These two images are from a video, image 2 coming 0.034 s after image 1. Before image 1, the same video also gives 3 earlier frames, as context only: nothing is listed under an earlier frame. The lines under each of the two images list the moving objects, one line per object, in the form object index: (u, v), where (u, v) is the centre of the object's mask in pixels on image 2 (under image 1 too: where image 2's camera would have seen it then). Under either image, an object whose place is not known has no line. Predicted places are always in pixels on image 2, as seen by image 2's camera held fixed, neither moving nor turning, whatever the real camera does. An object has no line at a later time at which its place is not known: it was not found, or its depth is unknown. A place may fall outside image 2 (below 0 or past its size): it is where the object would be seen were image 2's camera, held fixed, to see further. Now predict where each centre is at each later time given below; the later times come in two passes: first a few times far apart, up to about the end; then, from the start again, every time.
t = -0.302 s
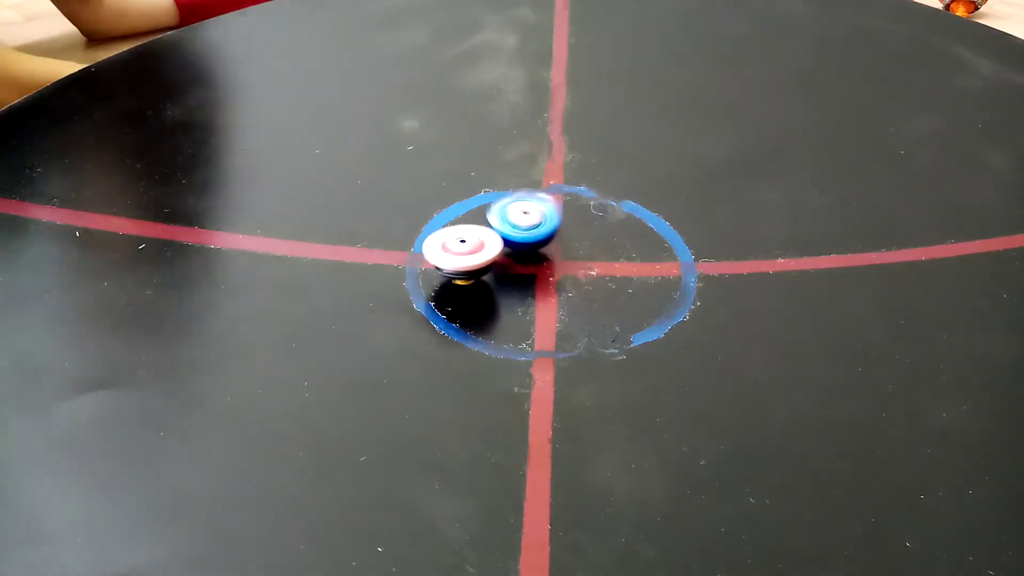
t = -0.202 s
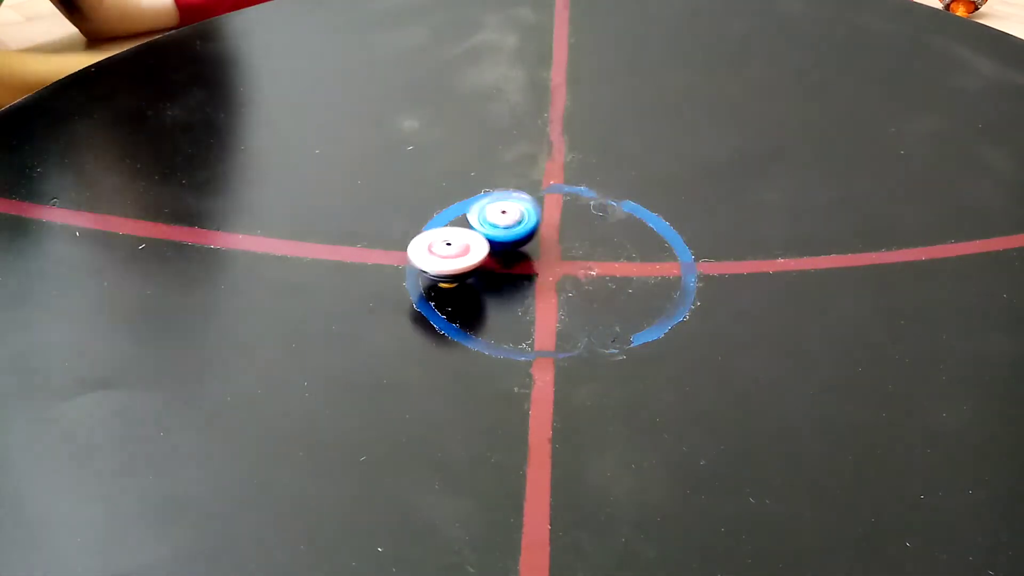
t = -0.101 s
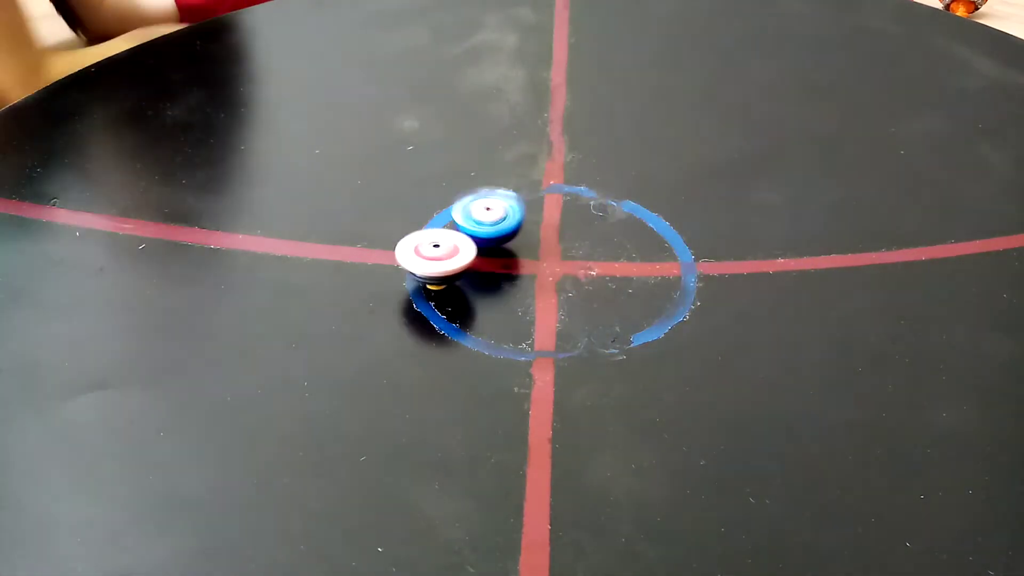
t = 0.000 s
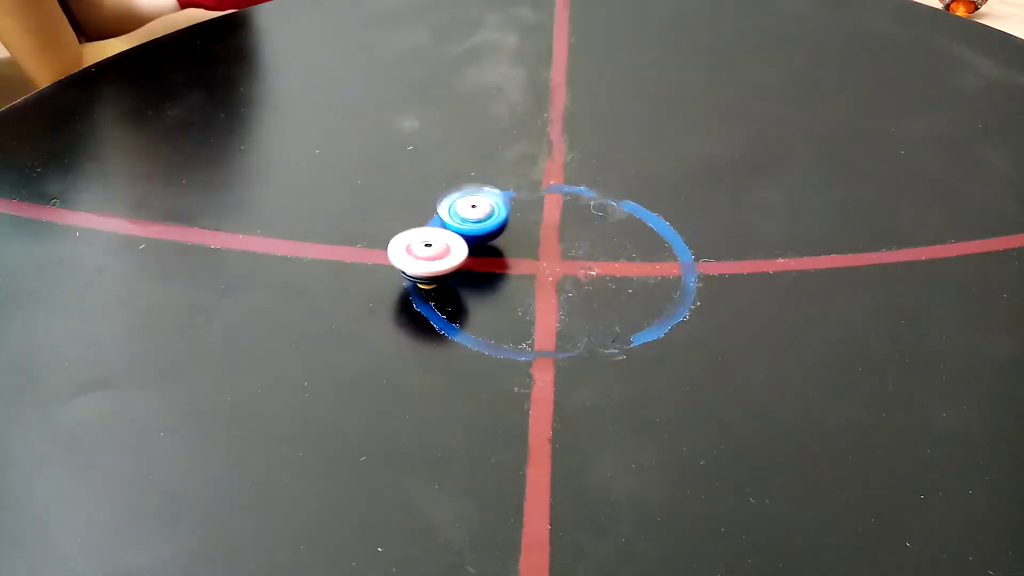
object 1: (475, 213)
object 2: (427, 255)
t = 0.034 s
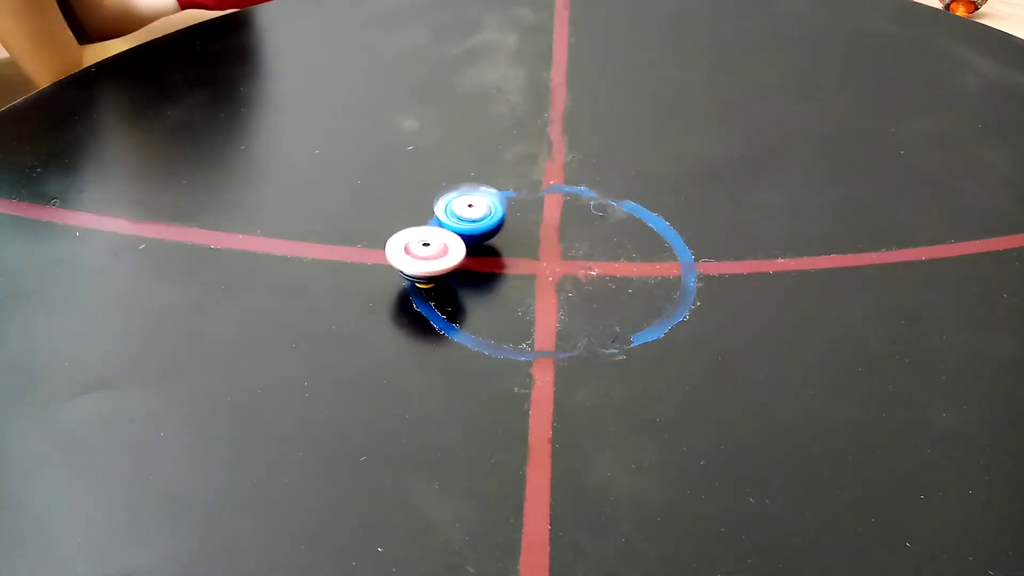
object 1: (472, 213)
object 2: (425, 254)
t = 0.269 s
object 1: (461, 202)
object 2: (422, 252)
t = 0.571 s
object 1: (484, 191)
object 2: (447, 243)
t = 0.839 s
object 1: (523, 196)
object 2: (484, 241)
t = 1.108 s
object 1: (565, 210)
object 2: (521, 250)
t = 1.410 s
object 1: (617, 233)
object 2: (562, 271)
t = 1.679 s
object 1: (659, 251)
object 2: (577, 290)
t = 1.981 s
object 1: (688, 264)
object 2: (575, 301)
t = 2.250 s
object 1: (680, 268)
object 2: (562, 295)
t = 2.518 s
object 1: (646, 258)
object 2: (558, 279)
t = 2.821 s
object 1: (659, 227)
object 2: (540, 266)
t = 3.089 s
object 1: (660, 198)
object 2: (547, 253)
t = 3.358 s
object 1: (639, 184)
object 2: (575, 244)
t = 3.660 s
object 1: (603, 189)
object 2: (611, 238)
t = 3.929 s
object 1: (569, 210)
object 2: (628, 250)
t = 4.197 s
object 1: (546, 236)
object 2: (630, 261)
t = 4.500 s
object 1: (512, 263)
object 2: (638, 259)
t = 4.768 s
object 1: (483, 286)
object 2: (640, 253)
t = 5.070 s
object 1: (482, 309)
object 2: (637, 244)
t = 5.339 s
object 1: (503, 302)
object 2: (626, 236)
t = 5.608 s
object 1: (534, 273)
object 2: (620, 229)
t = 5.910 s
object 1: (537, 236)
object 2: (625, 219)
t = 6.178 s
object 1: (497, 214)
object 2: (653, 216)
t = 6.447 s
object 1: (454, 206)
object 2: (666, 229)
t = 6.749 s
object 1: (424, 213)
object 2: (647, 246)
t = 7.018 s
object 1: (433, 225)
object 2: (612, 248)
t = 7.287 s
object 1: (471, 237)
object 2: (587, 233)
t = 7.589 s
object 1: (520, 241)
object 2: (592, 209)
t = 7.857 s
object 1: (536, 257)
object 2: (626, 201)
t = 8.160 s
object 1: (566, 268)
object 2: (648, 219)
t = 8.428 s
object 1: (577, 273)
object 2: (636, 235)
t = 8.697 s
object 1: (554, 295)
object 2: (613, 225)
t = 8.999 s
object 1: (539, 301)
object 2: (596, 211)
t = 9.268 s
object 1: (533, 283)
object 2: (594, 200)
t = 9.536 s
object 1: (526, 255)
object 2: (595, 198)
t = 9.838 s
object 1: (511, 226)
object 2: (593, 204)
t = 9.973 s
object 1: (501, 217)
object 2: (587, 209)
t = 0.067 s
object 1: (469, 212)
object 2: (423, 253)
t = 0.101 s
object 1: (466, 211)
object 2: (422, 251)
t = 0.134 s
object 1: (463, 210)
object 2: (421, 251)
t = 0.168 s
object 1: (462, 208)
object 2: (420, 250)
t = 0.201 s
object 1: (461, 207)
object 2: (419, 251)
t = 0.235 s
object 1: (461, 205)
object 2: (420, 252)
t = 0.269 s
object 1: (461, 202)
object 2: (422, 252)
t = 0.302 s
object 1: (462, 200)
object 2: (424, 251)
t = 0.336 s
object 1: (463, 198)
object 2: (426, 250)
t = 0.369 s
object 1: (465, 197)
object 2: (428, 249)
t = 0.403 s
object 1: (467, 195)
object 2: (431, 248)
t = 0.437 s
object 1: (470, 194)
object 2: (433, 247)
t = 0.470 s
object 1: (473, 192)
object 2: (436, 247)
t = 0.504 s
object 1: (477, 192)
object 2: (439, 245)
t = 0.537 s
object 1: (480, 191)
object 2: (443, 244)
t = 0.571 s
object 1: (484, 191)
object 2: (447, 243)
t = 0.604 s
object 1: (489, 190)
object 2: (451, 242)
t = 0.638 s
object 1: (493, 190)
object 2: (456, 242)
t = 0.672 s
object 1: (498, 191)
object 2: (460, 242)
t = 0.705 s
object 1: (503, 191)
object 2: (465, 241)
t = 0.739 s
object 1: (508, 193)
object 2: (469, 241)
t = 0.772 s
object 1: (513, 193)
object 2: (474, 241)
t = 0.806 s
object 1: (518, 194)
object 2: (479, 241)
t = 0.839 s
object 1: (523, 196)
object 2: (484, 241)
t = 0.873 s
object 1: (529, 197)
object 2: (489, 241)
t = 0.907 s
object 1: (534, 199)
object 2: (494, 242)
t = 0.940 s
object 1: (539, 201)
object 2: (499, 242)
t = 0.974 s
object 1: (544, 203)
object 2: (503, 243)
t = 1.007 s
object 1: (549, 204)
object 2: (508, 244)
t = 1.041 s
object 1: (555, 206)
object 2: (512, 246)
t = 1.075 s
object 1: (560, 208)
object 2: (517, 248)
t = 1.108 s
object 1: (565, 210)
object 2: (521, 250)
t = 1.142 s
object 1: (570, 211)
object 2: (526, 252)
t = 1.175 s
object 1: (575, 213)
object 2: (531, 255)
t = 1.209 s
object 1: (581, 215)
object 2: (535, 257)
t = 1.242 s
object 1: (589, 221)
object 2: (540, 260)
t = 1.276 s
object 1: (594, 223)
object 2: (545, 263)
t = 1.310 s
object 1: (600, 225)
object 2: (549, 265)
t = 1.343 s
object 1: (606, 228)
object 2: (553, 267)
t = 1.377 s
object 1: (612, 230)
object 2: (558, 270)
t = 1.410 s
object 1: (617, 233)
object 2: (562, 271)
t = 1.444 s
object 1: (622, 235)
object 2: (565, 274)
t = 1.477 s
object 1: (627, 239)
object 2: (568, 276)
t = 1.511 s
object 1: (632, 240)
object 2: (570, 278)
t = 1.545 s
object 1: (637, 243)
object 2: (572, 281)
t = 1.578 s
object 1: (643, 245)
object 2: (574, 283)
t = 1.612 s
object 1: (649, 247)
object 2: (575, 286)
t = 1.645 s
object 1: (655, 249)
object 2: (576, 288)
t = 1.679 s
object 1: (659, 251)
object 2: (577, 290)
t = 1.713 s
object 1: (664, 253)
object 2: (578, 292)
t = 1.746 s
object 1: (668, 254)
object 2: (578, 294)
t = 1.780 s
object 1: (672, 256)
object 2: (578, 295)
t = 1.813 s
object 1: (676, 257)
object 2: (578, 297)
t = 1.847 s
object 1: (678, 258)
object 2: (578, 298)
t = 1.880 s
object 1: (681, 260)
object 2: (577, 299)
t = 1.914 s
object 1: (684, 261)
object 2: (576, 300)
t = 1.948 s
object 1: (686, 263)
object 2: (575, 300)
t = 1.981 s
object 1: (688, 264)
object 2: (575, 301)
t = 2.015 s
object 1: (689, 265)
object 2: (573, 301)
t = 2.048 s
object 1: (689, 266)
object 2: (572, 300)
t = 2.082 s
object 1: (689, 267)
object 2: (570, 300)
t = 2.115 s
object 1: (688, 267)
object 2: (568, 299)
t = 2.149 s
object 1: (687, 268)
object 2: (567, 298)
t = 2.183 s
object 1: (685, 268)
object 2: (565, 297)
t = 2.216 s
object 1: (682, 268)
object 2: (563, 296)
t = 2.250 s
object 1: (680, 268)
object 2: (562, 295)
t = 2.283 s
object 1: (676, 268)
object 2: (561, 293)
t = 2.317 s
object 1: (672, 267)
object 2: (560, 291)
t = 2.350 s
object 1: (668, 266)
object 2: (559, 289)
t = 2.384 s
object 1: (664, 264)
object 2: (558, 288)
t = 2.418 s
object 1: (660, 263)
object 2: (558, 286)
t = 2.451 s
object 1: (656, 261)
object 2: (558, 284)
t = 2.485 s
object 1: (651, 260)
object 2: (558, 281)
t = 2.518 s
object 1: (646, 258)
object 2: (558, 279)
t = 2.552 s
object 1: (640, 256)
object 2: (559, 277)
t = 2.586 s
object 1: (635, 254)
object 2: (560, 274)
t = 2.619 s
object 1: (633, 252)
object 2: (559, 273)
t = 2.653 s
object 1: (640, 247)
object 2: (553, 273)
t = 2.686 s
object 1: (646, 242)
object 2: (548, 272)
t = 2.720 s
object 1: (651, 239)
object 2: (545, 271)
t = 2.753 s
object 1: (655, 235)
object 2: (542, 269)
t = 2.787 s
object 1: (657, 231)
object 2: (540, 268)
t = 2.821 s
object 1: (659, 227)
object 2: (540, 266)
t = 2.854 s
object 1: (661, 223)
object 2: (540, 264)
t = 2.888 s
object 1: (662, 220)
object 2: (540, 262)
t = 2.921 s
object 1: (662, 216)
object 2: (540, 261)
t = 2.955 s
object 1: (662, 212)
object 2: (541, 259)
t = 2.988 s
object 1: (662, 208)
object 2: (542, 257)
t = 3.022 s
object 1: (662, 205)
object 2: (543, 256)
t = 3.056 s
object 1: (661, 202)
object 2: (545, 254)
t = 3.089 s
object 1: (660, 198)
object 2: (547, 253)
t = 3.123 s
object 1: (658, 196)
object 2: (549, 251)
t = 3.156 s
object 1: (656, 193)
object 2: (551, 250)
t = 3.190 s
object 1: (654, 191)
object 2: (554, 249)
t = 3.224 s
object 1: (652, 189)
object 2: (559, 247)
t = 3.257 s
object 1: (649, 187)
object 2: (564, 247)
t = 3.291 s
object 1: (646, 186)
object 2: (568, 246)
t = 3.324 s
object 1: (643, 184)
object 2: (572, 244)
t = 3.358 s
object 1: (639, 184)
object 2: (575, 244)
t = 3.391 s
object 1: (635, 184)
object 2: (579, 243)
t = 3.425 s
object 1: (631, 184)
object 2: (584, 241)
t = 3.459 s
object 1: (627, 185)
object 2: (590, 240)
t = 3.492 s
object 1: (623, 186)
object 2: (594, 238)
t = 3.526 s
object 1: (618, 186)
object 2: (597, 238)
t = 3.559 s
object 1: (613, 186)
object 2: (601, 238)
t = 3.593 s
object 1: (609, 186)
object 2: (604, 238)
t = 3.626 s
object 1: (606, 188)
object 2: (607, 238)
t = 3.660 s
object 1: (603, 189)
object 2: (611, 238)
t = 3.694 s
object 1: (599, 191)
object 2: (614, 239)
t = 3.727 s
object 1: (595, 194)
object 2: (618, 241)
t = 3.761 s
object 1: (590, 196)
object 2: (620, 242)
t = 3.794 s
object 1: (586, 199)
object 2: (623, 243)
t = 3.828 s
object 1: (581, 201)
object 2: (625, 244)
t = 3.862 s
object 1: (577, 204)
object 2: (626, 246)
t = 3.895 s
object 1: (573, 207)
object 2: (627, 248)
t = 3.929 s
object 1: (569, 210)
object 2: (628, 250)
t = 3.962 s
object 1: (565, 212)
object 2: (629, 252)
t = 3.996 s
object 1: (562, 214)
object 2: (629, 253)
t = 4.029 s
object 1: (559, 217)
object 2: (630, 255)
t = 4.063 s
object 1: (556, 220)
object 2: (630, 257)
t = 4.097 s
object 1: (553, 225)
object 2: (630, 258)
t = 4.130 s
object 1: (550, 230)
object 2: (631, 259)
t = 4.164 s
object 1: (548, 232)
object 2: (630, 260)
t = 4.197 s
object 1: (546, 236)
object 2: (630, 261)
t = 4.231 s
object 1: (544, 240)
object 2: (629, 261)
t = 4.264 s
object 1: (543, 242)
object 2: (627, 260)
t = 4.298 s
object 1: (542, 246)
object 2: (625, 260)
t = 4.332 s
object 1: (542, 250)
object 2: (623, 260)
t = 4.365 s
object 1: (539, 254)
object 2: (624, 261)
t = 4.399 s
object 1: (531, 256)
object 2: (629, 261)
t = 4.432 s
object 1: (524, 258)
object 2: (633, 260)
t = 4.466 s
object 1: (517, 260)
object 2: (636, 260)
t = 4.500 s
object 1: (512, 263)
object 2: (638, 259)
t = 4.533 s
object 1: (506, 266)
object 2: (639, 259)
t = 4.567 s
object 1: (502, 268)
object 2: (639, 258)
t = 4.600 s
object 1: (498, 271)
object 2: (640, 257)
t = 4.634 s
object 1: (494, 273)
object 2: (640, 257)
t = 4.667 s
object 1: (491, 277)
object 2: (640, 256)
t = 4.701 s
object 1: (487, 279)
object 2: (640, 255)
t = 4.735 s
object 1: (485, 283)
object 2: (640, 254)
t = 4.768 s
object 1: (483, 286)
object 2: (640, 253)
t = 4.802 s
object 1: (482, 290)
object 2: (640, 253)
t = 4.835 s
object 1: (480, 293)
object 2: (640, 252)
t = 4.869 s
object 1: (480, 297)
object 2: (639, 251)
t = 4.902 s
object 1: (480, 300)
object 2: (639, 250)
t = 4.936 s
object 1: (480, 302)
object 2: (639, 249)
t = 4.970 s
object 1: (480, 304)
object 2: (639, 248)
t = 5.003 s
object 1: (480, 306)
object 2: (638, 247)
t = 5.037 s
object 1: (481, 307)
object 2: (638, 245)
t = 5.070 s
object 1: (482, 309)
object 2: (637, 244)
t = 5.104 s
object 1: (483, 309)
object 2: (636, 243)
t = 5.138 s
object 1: (485, 310)
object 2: (634, 242)
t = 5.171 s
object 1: (488, 309)
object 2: (633, 241)
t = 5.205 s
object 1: (491, 308)
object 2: (632, 240)
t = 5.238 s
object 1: (493, 307)
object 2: (630, 239)
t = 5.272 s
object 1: (495, 306)
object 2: (629, 238)
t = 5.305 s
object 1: (499, 304)
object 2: (627, 237)
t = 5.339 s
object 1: (503, 302)
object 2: (626, 236)
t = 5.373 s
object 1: (507, 299)
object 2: (625, 235)
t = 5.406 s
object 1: (512, 297)
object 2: (624, 235)
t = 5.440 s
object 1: (515, 293)
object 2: (624, 234)
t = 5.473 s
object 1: (520, 289)
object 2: (624, 233)
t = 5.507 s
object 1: (524, 286)
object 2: (624, 232)
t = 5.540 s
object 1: (527, 281)
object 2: (622, 231)
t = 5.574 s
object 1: (531, 277)
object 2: (622, 230)
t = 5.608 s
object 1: (534, 273)
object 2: (620, 229)
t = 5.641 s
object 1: (536, 269)
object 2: (619, 228)
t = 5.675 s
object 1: (539, 264)
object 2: (619, 227)
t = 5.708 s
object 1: (541, 260)
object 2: (618, 227)
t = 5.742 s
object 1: (543, 255)
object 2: (617, 226)
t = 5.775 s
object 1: (545, 251)
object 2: (616, 225)
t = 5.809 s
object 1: (545, 247)
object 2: (615, 224)
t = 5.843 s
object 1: (546, 242)
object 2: (614, 224)
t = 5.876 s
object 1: (543, 238)
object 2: (619, 221)
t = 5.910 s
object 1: (537, 236)
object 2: (625, 219)
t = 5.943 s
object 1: (533, 232)
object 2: (630, 217)
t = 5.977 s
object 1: (528, 229)
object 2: (634, 216)
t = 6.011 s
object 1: (524, 225)
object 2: (637, 215)
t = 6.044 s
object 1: (519, 223)
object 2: (641, 215)
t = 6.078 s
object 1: (513, 220)
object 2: (644, 215)
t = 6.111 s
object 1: (508, 218)
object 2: (647, 215)
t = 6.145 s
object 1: (503, 216)
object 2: (650, 215)
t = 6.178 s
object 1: (497, 214)
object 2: (653, 216)
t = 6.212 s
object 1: (492, 212)
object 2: (655, 217)
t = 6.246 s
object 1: (486, 211)
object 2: (659, 218)
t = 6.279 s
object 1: (481, 209)
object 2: (660, 220)
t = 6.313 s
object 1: (475, 208)
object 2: (663, 221)
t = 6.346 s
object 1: (469, 208)
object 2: (664, 223)
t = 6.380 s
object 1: (464, 207)
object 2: (665, 225)
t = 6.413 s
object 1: (459, 206)
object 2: (666, 227)
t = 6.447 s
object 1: (454, 206)
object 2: (666, 229)
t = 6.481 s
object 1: (449, 207)
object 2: (665, 230)
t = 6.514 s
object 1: (444, 207)
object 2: (665, 233)
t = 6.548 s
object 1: (441, 207)
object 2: (664, 235)
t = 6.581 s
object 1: (437, 208)
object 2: (663, 237)
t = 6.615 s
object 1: (434, 209)
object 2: (661, 239)
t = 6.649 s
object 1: (431, 210)
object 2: (657, 241)
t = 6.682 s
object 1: (428, 210)
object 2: (654, 243)
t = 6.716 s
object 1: (426, 212)
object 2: (652, 244)
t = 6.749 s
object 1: (424, 213)
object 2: (647, 246)
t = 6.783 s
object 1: (423, 215)
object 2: (643, 247)
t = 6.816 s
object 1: (423, 216)
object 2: (639, 248)
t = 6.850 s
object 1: (422, 218)
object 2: (634, 249)
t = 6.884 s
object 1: (424, 219)
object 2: (630, 249)
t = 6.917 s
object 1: (425, 220)
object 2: (626, 249)
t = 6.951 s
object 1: (427, 222)
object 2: (621, 249)
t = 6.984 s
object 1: (430, 223)
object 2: (617, 248)
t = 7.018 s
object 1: (433, 225)
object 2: (612, 248)
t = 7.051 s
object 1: (436, 227)
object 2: (608, 246)
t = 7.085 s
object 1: (440, 228)
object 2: (604, 245)
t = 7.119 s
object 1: (444, 230)
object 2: (599, 243)
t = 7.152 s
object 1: (448, 231)
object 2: (595, 242)
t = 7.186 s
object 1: (453, 233)
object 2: (593, 241)
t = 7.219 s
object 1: (458, 234)
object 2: (592, 238)
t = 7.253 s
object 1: (465, 236)
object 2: (590, 236)
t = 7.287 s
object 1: (471, 237)
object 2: (587, 233)
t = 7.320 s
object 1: (477, 237)
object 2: (585, 230)
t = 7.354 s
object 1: (484, 238)
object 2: (582, 228)
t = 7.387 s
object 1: (490, 239)
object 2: (582, 225)
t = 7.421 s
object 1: (496, 239)
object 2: (580, 223)
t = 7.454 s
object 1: (504, 239)
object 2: (580, 220)
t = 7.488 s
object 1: (510, 239)
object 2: (580, 218)
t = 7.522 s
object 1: (516, 239)
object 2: (581, 216)
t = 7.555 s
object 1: (521, 240)
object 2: (585, 212)
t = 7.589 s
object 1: (520, 241)
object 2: (592, 209)
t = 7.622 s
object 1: (520, 243)
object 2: (597, 206)
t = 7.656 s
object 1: (522, 245)
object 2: (602, 204)
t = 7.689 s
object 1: (524, 247)
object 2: (605, 203)
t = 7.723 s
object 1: (526, 249)
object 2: (609, 201)
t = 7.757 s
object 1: (528, 252)
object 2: (614, 201)
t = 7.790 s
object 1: (531, 253)
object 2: (618, 201)
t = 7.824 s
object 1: (534, 255)
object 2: (622, 200)
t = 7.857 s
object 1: (536, 257)
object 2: (626, 201)
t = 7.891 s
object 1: (540, 258)
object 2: (631, 202)
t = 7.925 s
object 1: (543, 260)
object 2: (635, 203)
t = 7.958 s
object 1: (548, 262)
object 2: (637, 205)
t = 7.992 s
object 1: (551, 263)
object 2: (641, 207)
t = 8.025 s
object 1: (553, 265)
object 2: (643, 209)
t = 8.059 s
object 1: (557, 266)
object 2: (646, 211)
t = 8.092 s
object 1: (560, 267)
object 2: (647, 214)
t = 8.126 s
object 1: (564, 267)
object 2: (649, 216)
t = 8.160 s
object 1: (566, 268)
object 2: (648, 219)
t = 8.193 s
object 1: (569, 269)
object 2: (648, 223)
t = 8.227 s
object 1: (572, 269)
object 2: (647, 226)
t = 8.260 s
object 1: (575, 269)
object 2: (645, 229)
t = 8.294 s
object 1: (577, 269)
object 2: (642, 233)
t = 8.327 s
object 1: (579, 268)
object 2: (640, 235)
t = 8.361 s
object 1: (579, 268)
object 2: (637, 237)
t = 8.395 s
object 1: (580, 270)
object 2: (637, 236)
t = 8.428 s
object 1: (577, 273)
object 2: (636, 235)
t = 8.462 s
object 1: (573, 276)
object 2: (635, 233)
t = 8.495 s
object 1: (569, 279)
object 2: (633, 232)
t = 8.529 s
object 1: (565, 282)
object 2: (630, 230)
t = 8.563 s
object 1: (563, 285)
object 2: (626, 230)
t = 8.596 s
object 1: (560, 289)
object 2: (623, 229)
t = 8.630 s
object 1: (559, 291)
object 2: (620, 228)
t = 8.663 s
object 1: (556, 294)
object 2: (616, 227)
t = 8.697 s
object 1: (554, 295)
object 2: (613, 225)
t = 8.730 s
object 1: (553, 297)
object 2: (611, 224)
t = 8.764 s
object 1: (551, 299)
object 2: (608, 222)
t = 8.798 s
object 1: (549, 301)
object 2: (606, 221)
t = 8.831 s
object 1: (547, 302)
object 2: (603, 219)
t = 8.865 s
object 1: (546, 303)
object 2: (602, 217)
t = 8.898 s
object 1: (543, 303)
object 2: (601, 216)
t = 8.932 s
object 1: (542, 303)
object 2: (599, 214)
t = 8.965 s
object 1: (540, 302)
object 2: (598, 212)
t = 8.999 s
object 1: (539, 301)
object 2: (596, 211)
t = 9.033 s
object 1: (538, 300)
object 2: (595, 209)
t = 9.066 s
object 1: (537, 297)
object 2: (594, 208)
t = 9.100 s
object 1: (536, 296)
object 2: (594, 206)
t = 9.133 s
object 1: (536, 294)
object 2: (594, 204)
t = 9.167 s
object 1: (536, 292)
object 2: (594, 203)
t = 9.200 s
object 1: (534, 289)
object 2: (594, 202)
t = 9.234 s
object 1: (534, 286)
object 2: (594, 201)
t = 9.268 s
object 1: (533, 283)
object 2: (594, 200)
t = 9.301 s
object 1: (532, 279)
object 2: (595, 199)
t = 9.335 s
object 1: (531, 277)
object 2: (595, 199)
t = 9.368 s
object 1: (529, 273)
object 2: (596, 198)
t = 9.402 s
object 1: (529, 270)
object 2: (596, 198)
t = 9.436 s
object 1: (527, 265)
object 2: (597, 197)
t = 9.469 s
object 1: (527, 262)
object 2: (597, 197)
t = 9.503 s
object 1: (526, 258)
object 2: (596, 197)
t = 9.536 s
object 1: (526, 255)
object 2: (595, 198)
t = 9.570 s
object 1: (524, 251)
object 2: (595, 199)
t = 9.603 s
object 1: (523, 247)
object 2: (596, 199)
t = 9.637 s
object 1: (522, 244)
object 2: (596, 200)
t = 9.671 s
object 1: (521, 240)
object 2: (596, 201)
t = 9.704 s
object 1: (519, 237)
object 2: (596, 201)
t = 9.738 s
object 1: (517, 234)
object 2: (596, 202)
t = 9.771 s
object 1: (515, 232)
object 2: (596, 203)
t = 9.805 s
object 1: (512, 228)
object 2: (595, 203)
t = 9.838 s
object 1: (511, 226)
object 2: (593, 204)
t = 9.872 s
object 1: (508, 224)
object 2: (592, 204)
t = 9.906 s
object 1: (506, 221)
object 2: (590, 206)
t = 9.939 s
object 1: (503, 219)
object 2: (588, 207)
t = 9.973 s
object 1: (501, 217)
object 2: (587, 209)
